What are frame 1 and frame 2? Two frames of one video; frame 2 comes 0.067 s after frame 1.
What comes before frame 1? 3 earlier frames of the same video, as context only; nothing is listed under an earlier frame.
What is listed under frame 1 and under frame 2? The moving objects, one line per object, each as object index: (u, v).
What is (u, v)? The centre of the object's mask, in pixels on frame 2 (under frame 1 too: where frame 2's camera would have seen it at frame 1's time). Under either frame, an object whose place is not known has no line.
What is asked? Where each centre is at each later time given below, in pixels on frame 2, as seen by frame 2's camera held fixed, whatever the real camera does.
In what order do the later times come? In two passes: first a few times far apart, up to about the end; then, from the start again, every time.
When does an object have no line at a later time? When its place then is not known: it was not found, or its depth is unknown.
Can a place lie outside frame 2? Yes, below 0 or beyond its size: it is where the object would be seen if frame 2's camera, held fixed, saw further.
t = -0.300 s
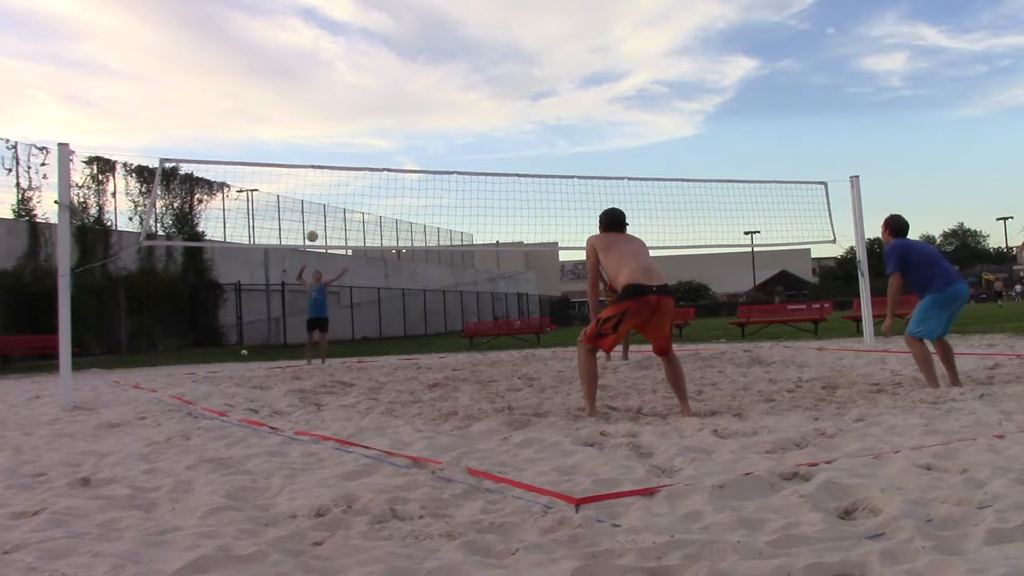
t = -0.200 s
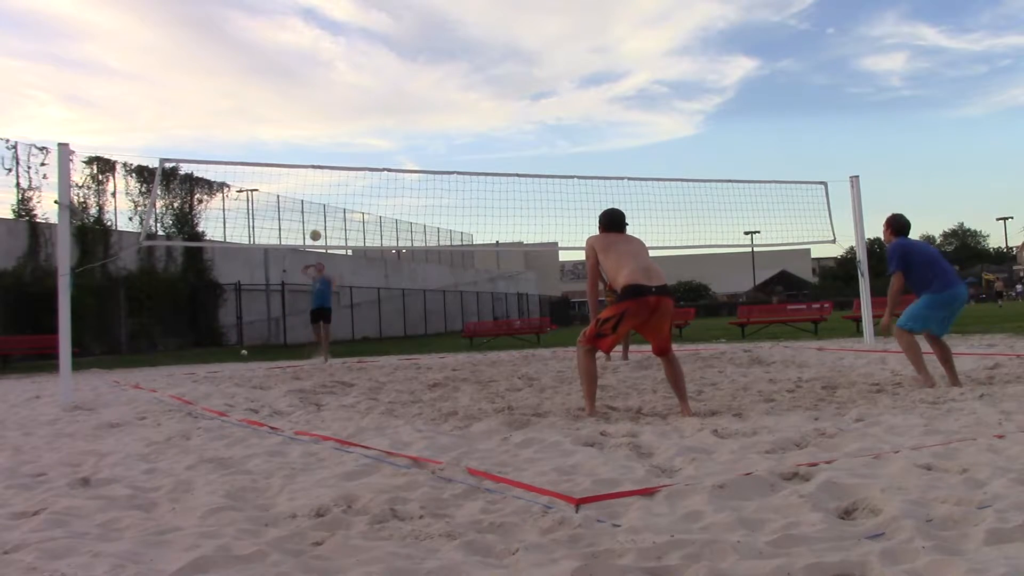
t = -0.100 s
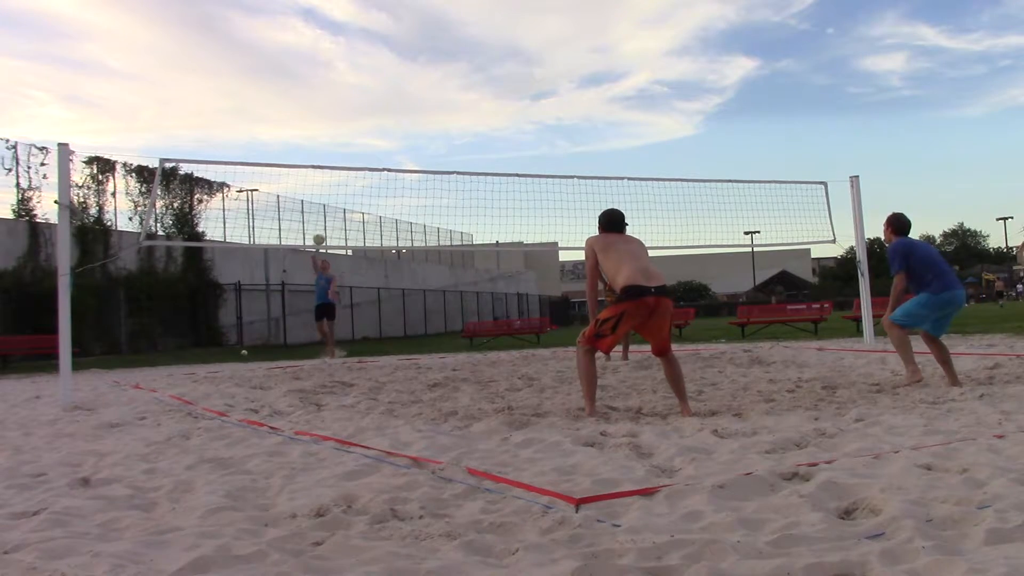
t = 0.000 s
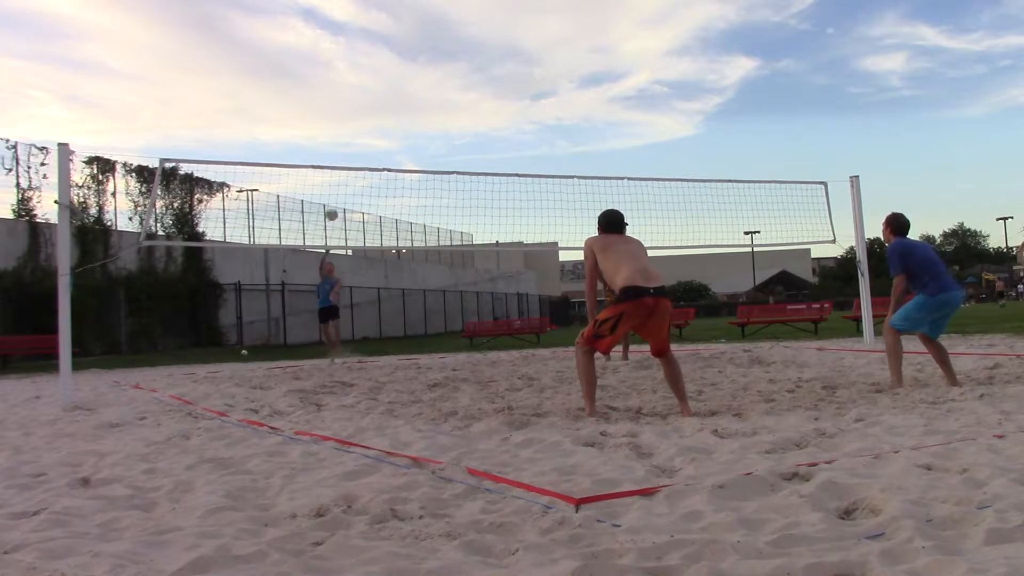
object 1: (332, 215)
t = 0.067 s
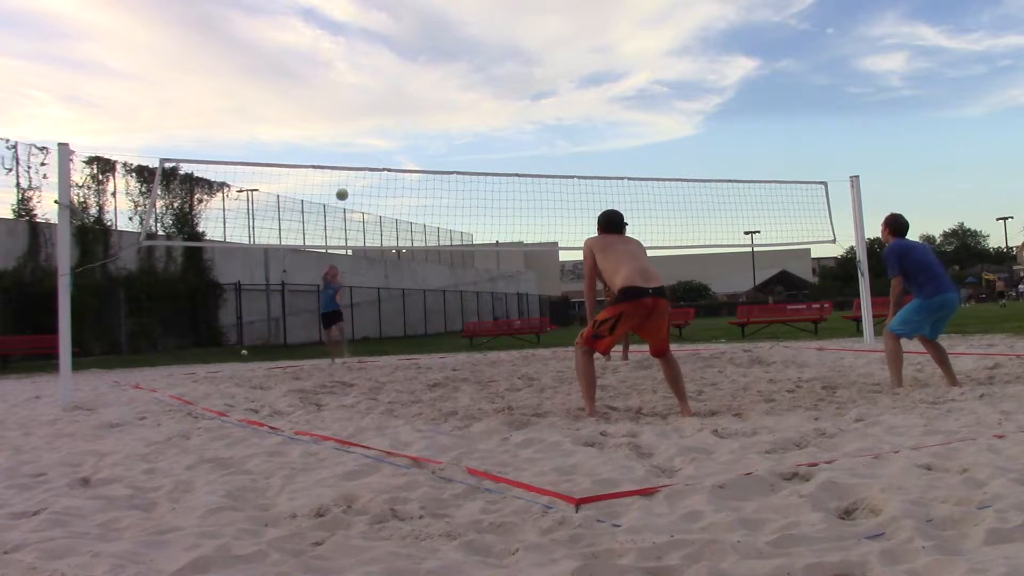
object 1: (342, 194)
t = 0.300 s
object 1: (382, 132)
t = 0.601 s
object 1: (445, 85)
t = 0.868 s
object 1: (535, 105)
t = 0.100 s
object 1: (347, 185)
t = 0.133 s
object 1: (352, 176)
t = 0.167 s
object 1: (358, 166)
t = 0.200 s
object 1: (364, 157)
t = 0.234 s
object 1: (369, 148)
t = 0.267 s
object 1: (375, 140)
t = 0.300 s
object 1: (382, 132)
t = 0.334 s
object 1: (388, 125)
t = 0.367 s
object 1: (394, 117)
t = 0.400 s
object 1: (401, 111)
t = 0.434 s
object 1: (408, 105)
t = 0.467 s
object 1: (415, 100)
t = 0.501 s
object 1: (422, 95)
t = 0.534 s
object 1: (429, 91)
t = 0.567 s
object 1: (437, 87)
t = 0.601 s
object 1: (445, 85)
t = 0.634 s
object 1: (454, 83)
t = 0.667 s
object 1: (463, 83)
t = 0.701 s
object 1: (474, 83)
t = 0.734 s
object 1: (484, 85)
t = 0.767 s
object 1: (496, 88)
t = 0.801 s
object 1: (508, 92)
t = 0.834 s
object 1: (521, 98)
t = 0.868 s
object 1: (535, 105)
